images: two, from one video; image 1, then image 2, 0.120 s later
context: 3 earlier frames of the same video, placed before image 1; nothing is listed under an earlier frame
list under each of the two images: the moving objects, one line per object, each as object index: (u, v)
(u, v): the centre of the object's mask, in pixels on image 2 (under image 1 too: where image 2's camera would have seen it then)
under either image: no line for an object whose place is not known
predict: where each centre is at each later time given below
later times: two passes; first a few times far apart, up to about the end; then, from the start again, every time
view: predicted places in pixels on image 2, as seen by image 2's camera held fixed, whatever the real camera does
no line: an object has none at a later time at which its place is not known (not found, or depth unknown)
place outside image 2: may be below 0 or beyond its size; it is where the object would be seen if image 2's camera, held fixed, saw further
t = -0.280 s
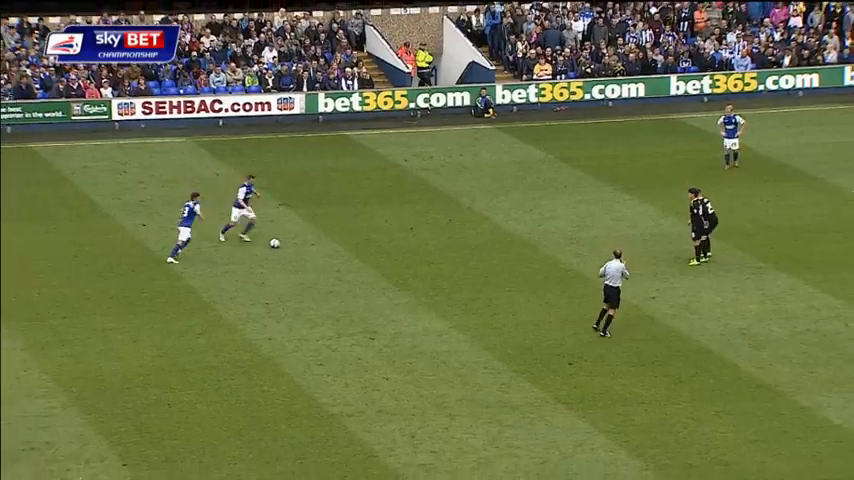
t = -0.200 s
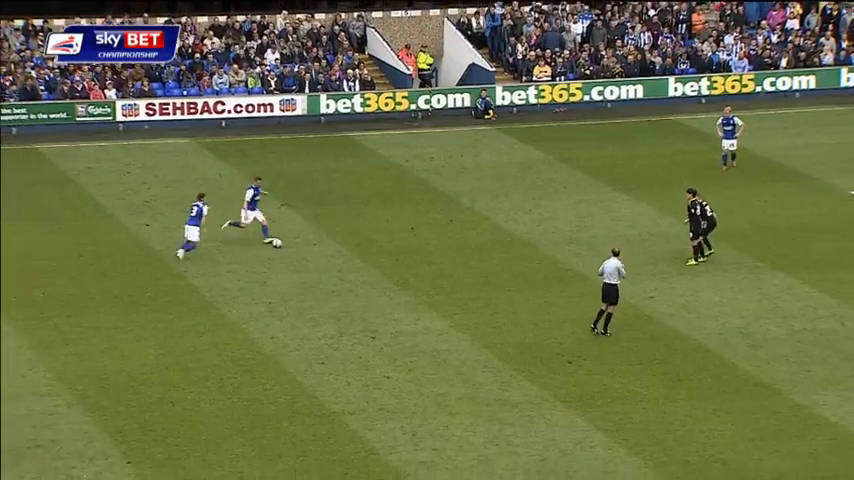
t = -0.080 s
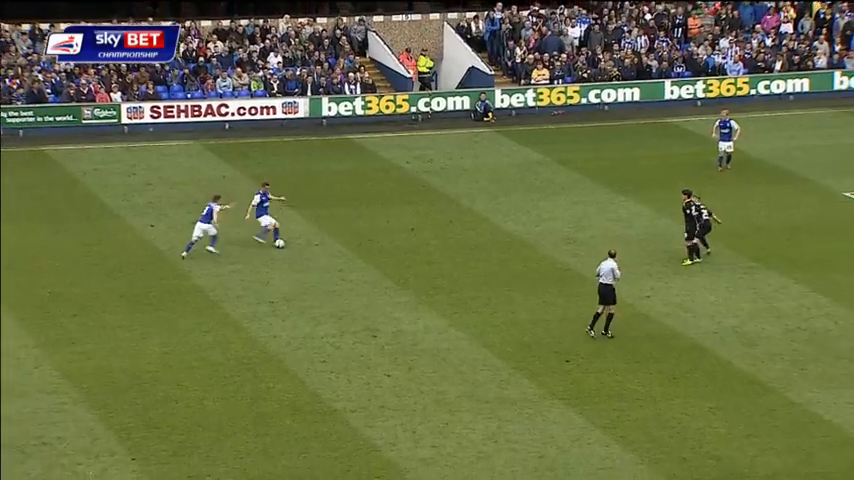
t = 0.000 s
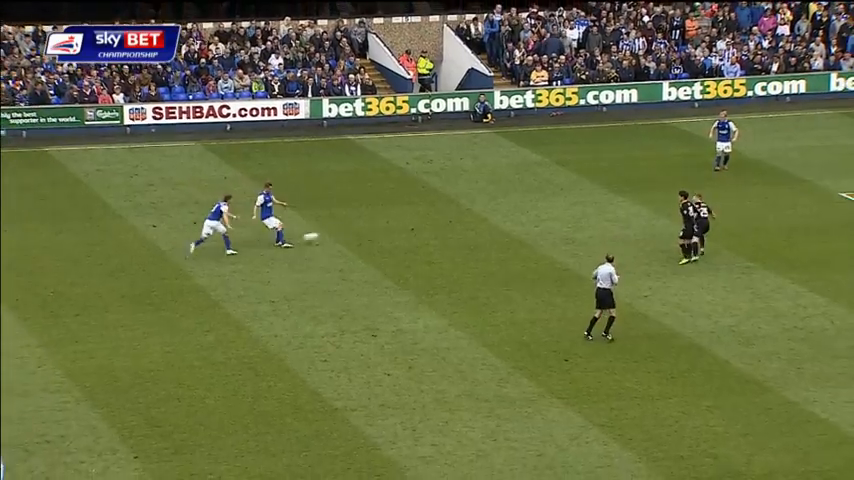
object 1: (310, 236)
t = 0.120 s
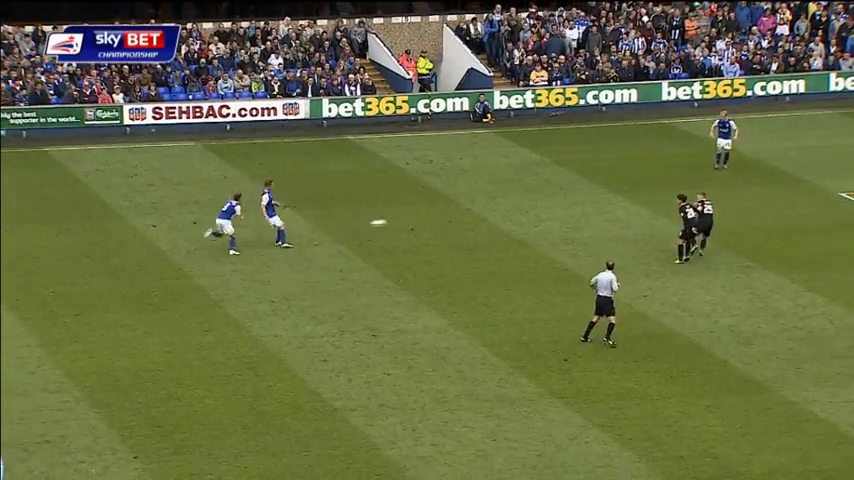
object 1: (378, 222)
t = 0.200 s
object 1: (421, 216)
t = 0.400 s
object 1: (517, 209)
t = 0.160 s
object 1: (400, 219)
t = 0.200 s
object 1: (421, 216)
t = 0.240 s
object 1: (441, 214)
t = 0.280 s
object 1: (461, 212)
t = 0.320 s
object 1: (480, 210)
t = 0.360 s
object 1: (499, 209)
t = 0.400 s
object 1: (517, 209)
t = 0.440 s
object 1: (534, 205)
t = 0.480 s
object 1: (550, 201)
